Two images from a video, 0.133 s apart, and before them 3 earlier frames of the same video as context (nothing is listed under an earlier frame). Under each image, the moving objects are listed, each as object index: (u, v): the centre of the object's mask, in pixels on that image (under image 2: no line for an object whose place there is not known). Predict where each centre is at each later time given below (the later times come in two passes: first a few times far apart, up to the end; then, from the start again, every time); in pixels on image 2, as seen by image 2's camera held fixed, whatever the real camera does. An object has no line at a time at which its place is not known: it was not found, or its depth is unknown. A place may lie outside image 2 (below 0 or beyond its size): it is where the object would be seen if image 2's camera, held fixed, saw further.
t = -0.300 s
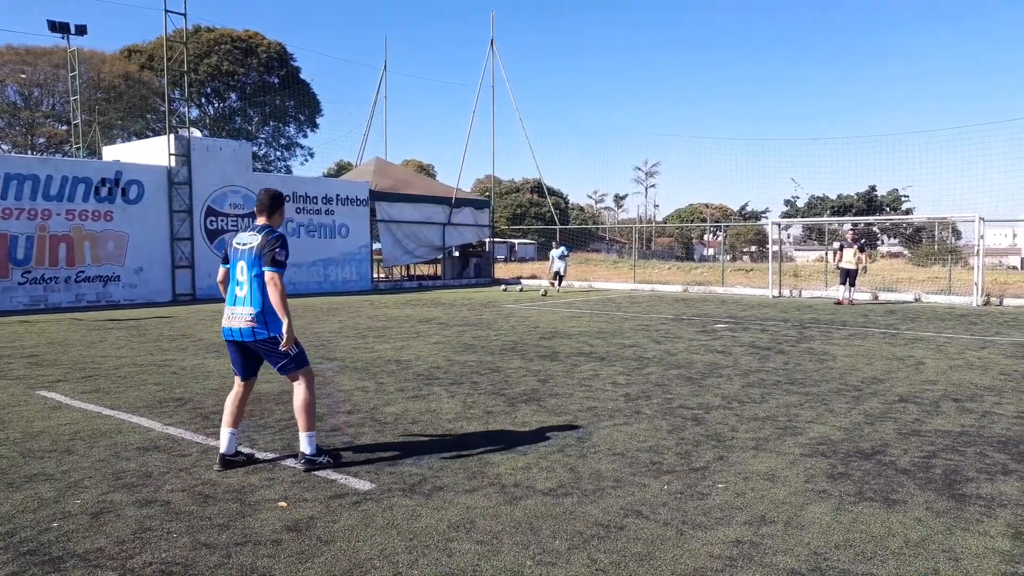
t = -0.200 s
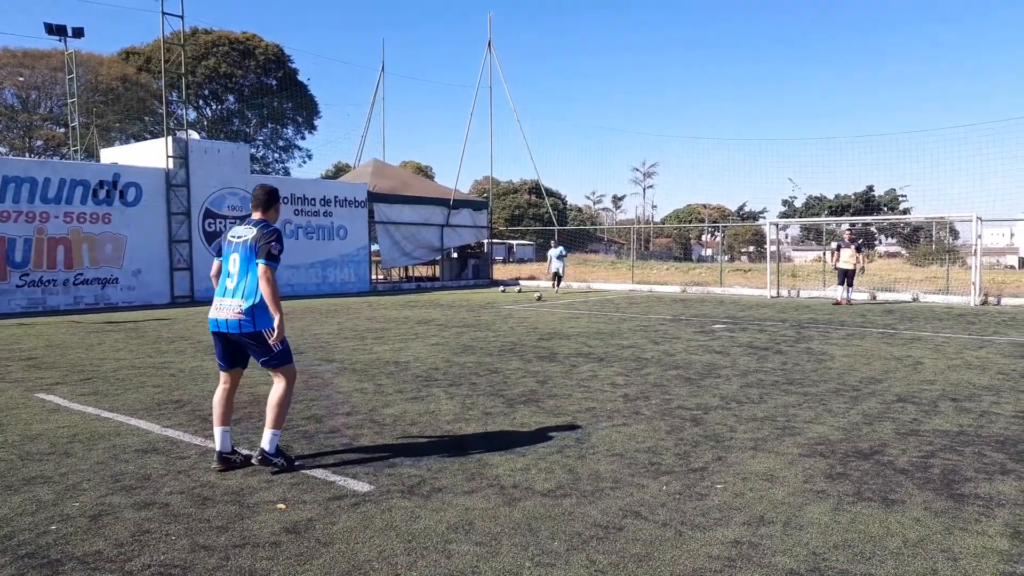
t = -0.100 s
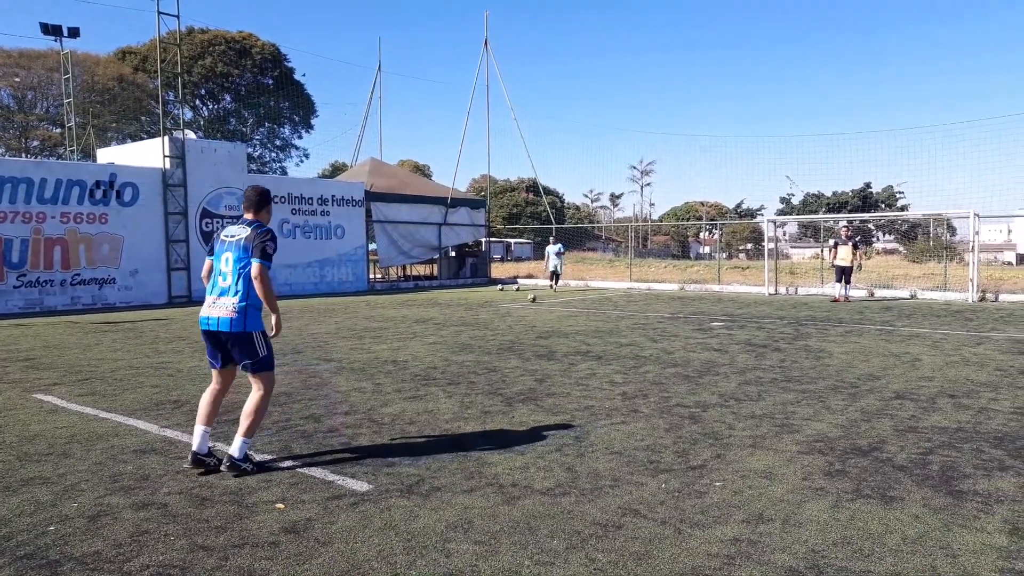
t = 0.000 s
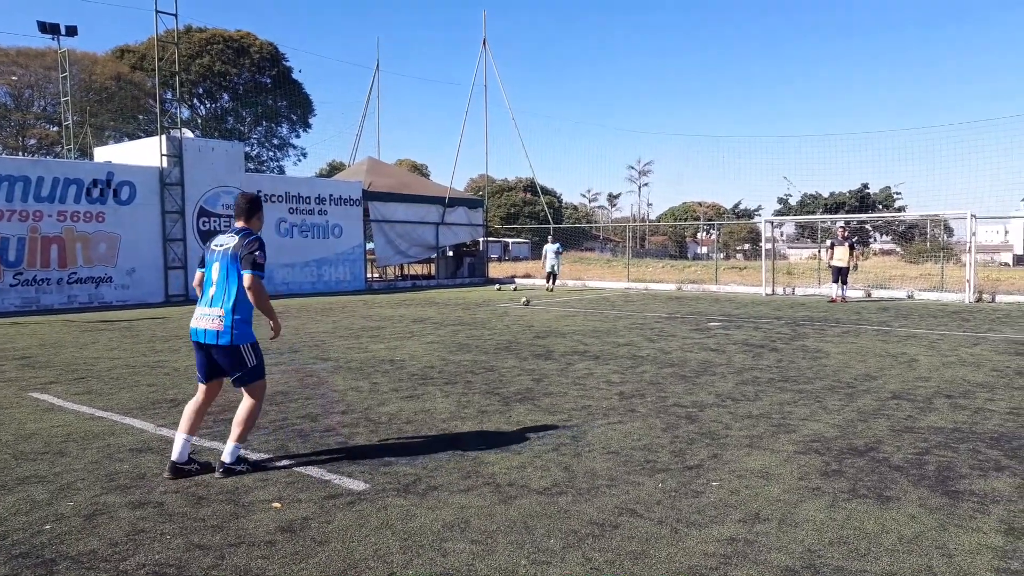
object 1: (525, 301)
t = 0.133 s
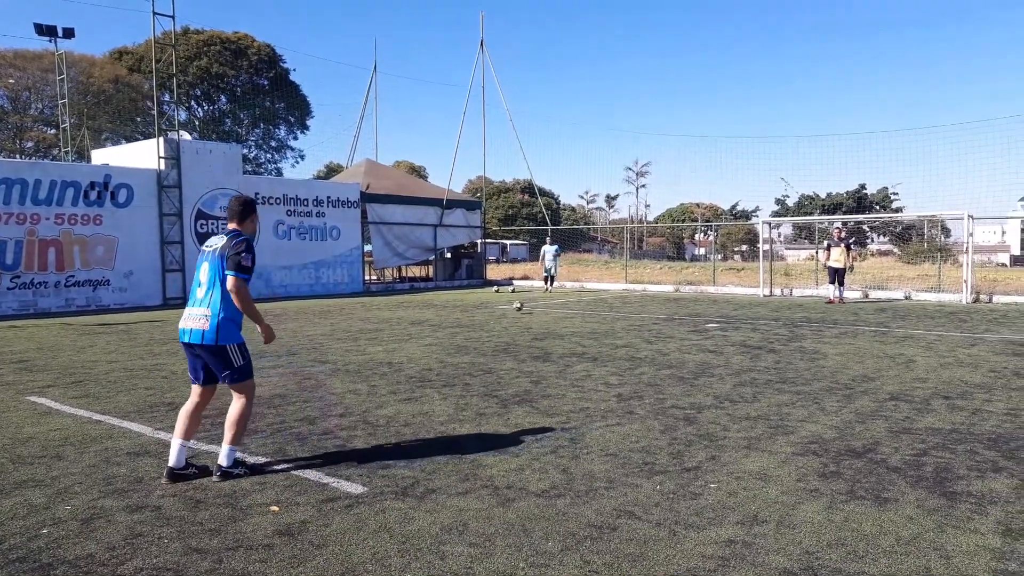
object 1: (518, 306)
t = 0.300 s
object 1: (510, 315)
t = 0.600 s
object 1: (497, 328)
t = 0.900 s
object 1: (483, 344)
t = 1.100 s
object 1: (472, 360)
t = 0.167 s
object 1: (517, 309)
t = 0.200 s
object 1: (515, 312)
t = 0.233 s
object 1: (513, 312)
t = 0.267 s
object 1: (512, 314)
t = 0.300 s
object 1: (510, 315)
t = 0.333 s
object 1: (509, 316)
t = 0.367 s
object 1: (507, 318)
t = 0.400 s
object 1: (506, 319)
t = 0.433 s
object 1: (504, 320)
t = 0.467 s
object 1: (503, 322)
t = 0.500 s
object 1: (502, 324)
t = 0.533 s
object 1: (500, 326)
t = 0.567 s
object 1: (499, 326)
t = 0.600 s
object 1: (497, 328)
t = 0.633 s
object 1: (496, 329)
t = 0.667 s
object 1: (494, 332)
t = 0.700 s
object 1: (493, 332)
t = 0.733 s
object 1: (491, 332)
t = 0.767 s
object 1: (490, 333)
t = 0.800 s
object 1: (488, 335)
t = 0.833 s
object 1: (487, 338)
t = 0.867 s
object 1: (485, 342)
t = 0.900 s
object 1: (483, 344)
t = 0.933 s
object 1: (482, 344)
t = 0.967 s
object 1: (480, 345)
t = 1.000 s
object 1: (479, 347)
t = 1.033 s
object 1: (476, 351)
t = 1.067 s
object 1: (474, 355)
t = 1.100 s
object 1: (472, 360)
